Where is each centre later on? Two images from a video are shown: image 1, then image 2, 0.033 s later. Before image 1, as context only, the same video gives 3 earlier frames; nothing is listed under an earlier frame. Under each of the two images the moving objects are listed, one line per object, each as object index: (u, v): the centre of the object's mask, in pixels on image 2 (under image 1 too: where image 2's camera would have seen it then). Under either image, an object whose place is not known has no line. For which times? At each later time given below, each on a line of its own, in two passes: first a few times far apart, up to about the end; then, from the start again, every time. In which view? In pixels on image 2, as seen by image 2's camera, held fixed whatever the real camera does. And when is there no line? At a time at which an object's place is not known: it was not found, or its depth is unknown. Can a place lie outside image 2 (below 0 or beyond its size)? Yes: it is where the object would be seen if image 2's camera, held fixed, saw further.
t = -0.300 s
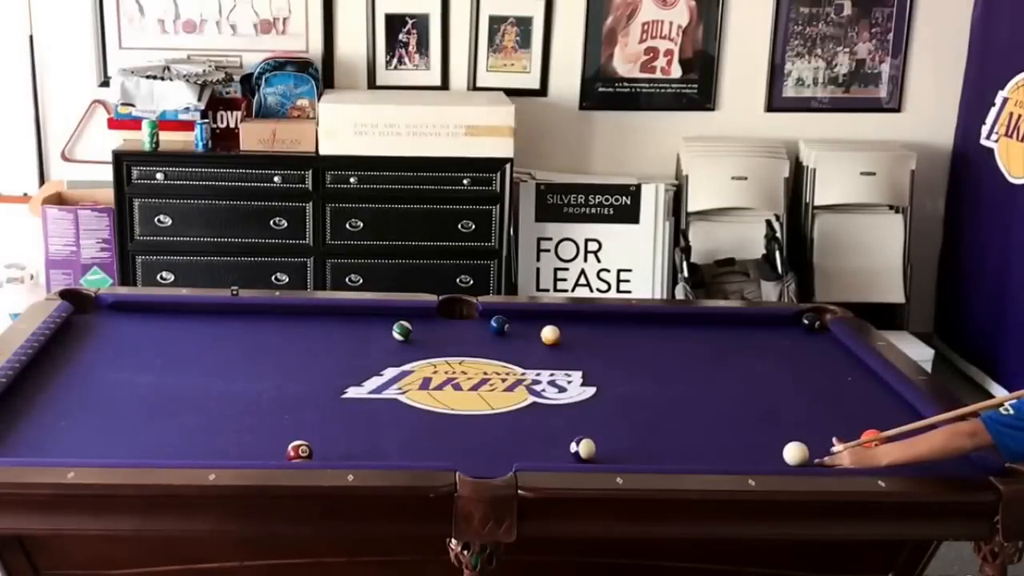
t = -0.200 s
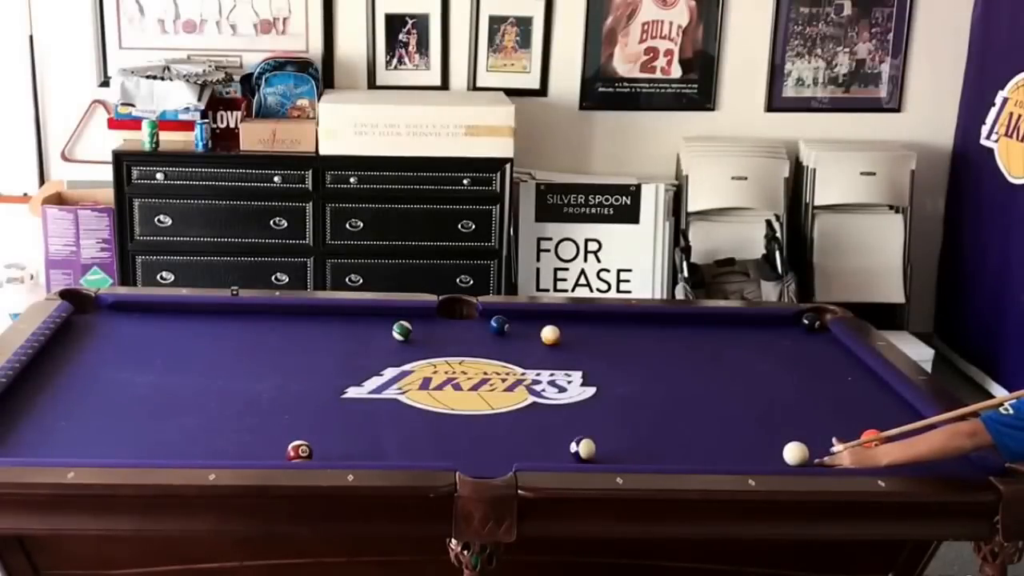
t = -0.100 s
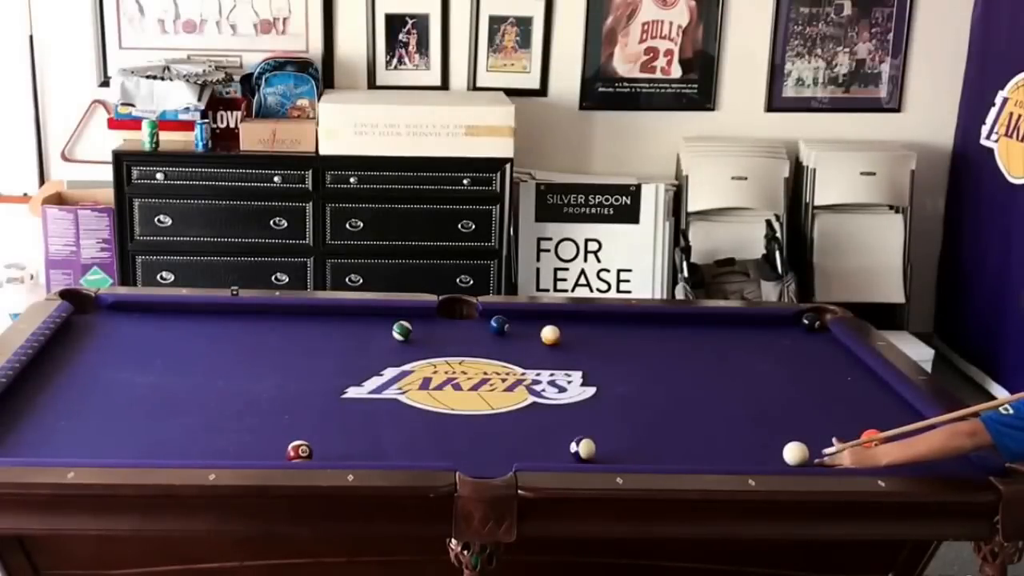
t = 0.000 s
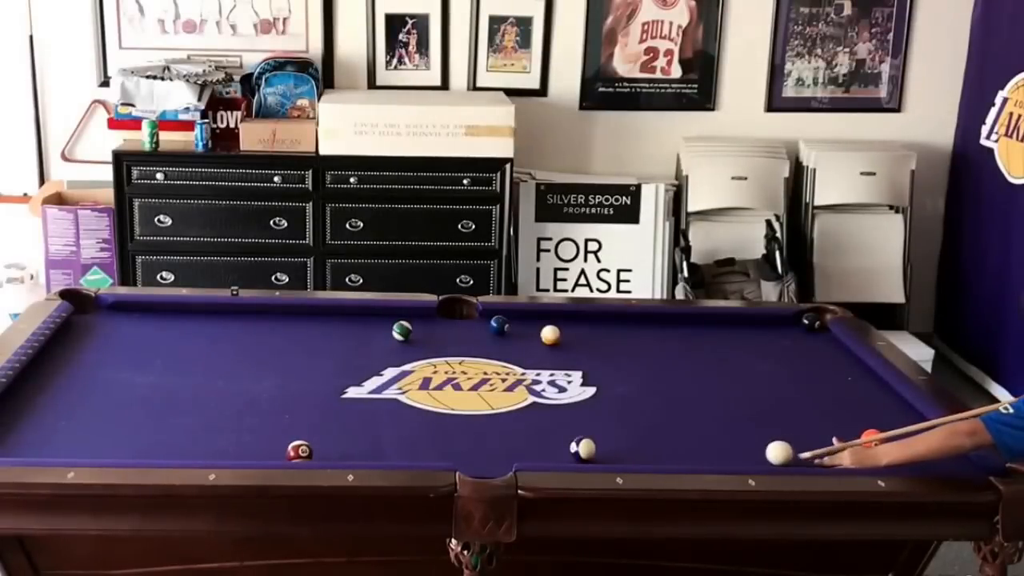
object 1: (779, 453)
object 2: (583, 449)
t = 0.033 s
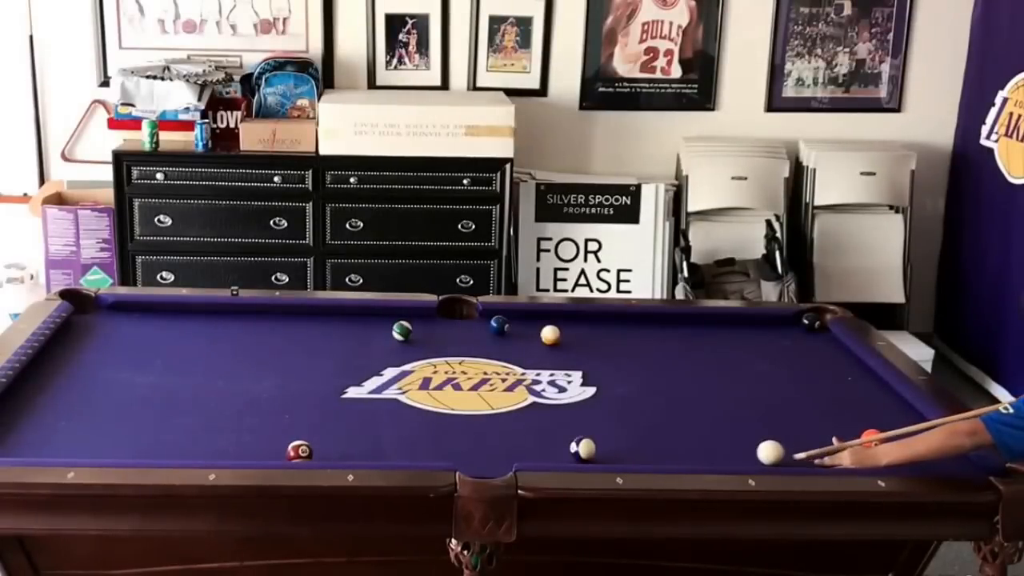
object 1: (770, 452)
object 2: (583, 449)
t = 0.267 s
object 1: (723, 451)
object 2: (583, 448)
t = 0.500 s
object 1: (679, 449)
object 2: (583, 448)
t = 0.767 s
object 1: (630, 446)
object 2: (583, 448)
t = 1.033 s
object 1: (597, 442)
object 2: (574, 450)
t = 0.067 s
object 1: (762, 452)
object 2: (583, 449)
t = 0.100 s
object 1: (755, 452)
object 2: (583, 449)
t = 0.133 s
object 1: (749, 452)
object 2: (583, 448)
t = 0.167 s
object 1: (742, 451)
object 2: (583, 448)
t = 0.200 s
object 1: (736, 451)
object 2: (583, 448)
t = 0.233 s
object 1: (730, 451)
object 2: (583, 448)
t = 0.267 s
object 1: (723, 451)
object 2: (583, 448)
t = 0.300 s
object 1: (717, 450)
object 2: (583, 448)
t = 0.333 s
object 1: (710, 450)
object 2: (583, 448)
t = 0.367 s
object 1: (704, 450)
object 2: (583, 448)
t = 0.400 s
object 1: (698, 449)
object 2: (583, 448)
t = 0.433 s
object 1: (691, 449)
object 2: (583, 448)
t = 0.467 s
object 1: (685, 449)
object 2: (583, 448)
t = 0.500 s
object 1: (679, 449)
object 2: (583, 448)
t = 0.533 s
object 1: (672, 448)
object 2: (583, 448)
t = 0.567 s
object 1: (666, 448)
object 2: (583, 448)
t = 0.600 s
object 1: (660, 448)
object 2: (583, 448)
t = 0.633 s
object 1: (654, 447)
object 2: (583, 448)
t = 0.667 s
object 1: (648, 447)
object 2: (583, 448)
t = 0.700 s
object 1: (641, 447)
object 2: (583, 448)
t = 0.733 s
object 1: (636, 446)
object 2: (583, 448)
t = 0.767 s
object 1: (630, 446)
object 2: (583, 448)
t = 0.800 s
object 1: (624, 445)
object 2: (583, 448)
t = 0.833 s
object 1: (618, 445)
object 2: (583, 448)
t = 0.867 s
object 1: (612, 444)
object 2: (583, 448)
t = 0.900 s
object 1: (608, 444)
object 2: (583, 448)
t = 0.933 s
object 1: (604, 444)
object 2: (581, 448)
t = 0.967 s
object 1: (602, 443)
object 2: (579, 449)
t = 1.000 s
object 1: (599, 442)
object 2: (577, 449)
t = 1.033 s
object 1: (597, 442)
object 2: (574, 450)
